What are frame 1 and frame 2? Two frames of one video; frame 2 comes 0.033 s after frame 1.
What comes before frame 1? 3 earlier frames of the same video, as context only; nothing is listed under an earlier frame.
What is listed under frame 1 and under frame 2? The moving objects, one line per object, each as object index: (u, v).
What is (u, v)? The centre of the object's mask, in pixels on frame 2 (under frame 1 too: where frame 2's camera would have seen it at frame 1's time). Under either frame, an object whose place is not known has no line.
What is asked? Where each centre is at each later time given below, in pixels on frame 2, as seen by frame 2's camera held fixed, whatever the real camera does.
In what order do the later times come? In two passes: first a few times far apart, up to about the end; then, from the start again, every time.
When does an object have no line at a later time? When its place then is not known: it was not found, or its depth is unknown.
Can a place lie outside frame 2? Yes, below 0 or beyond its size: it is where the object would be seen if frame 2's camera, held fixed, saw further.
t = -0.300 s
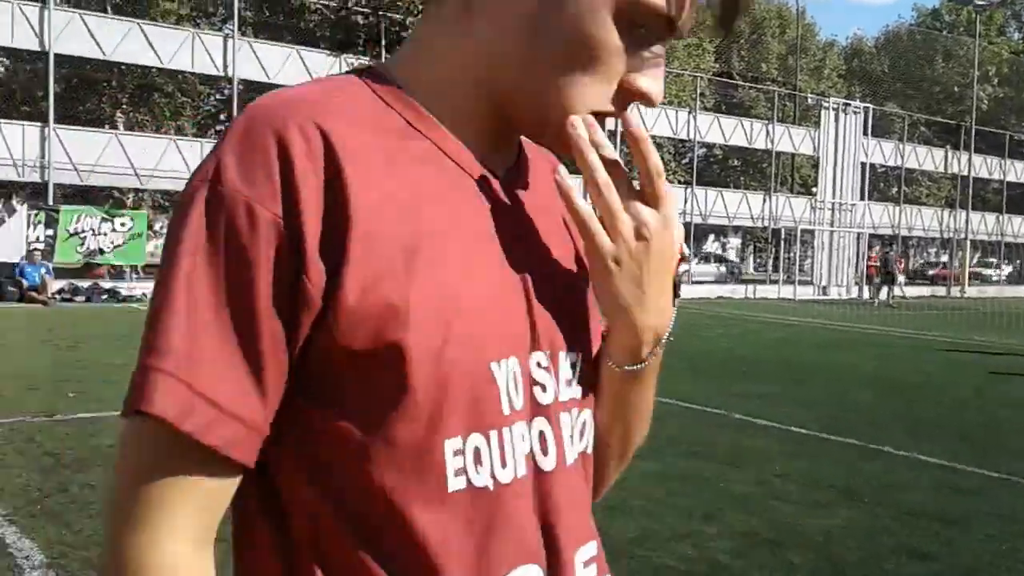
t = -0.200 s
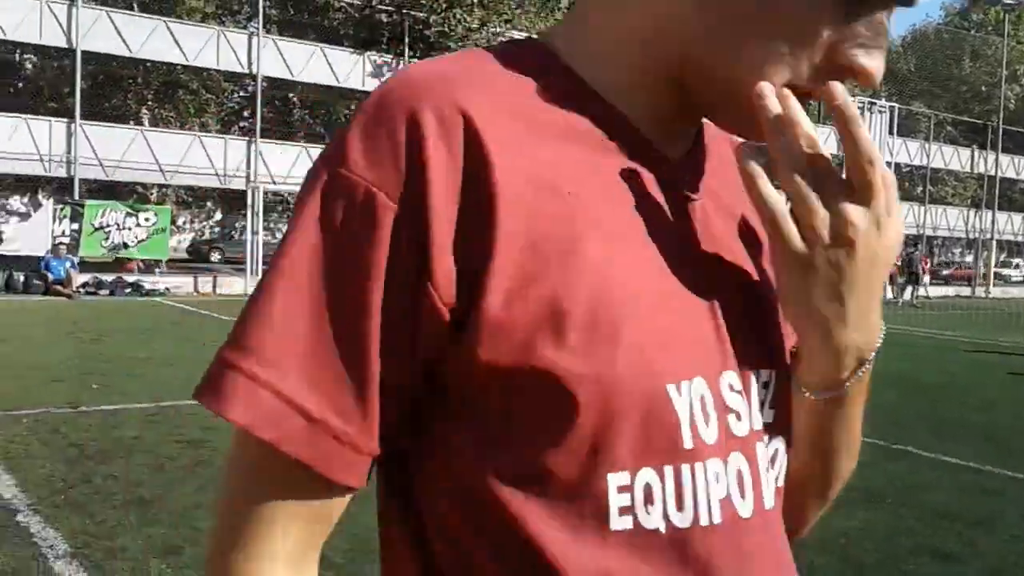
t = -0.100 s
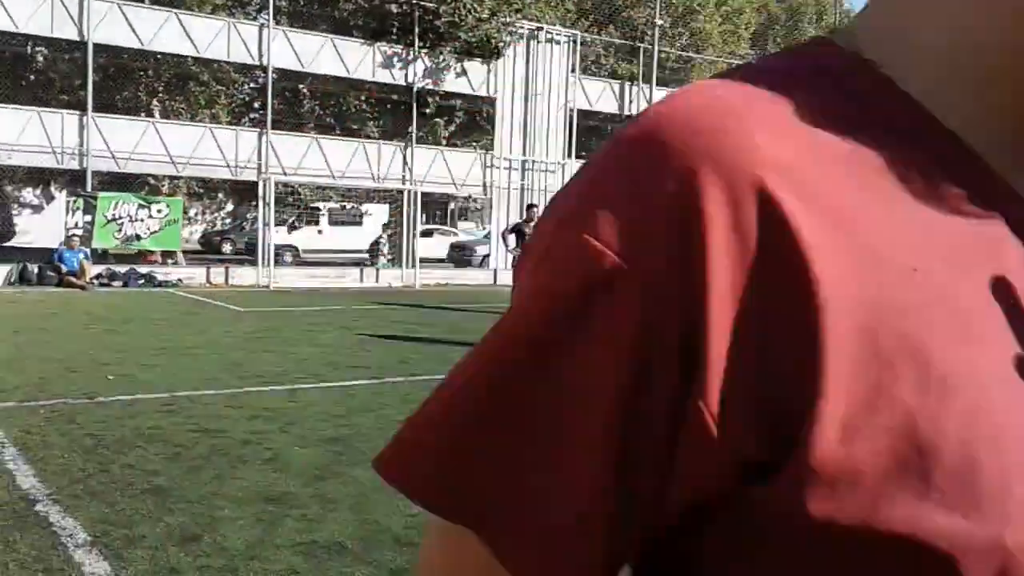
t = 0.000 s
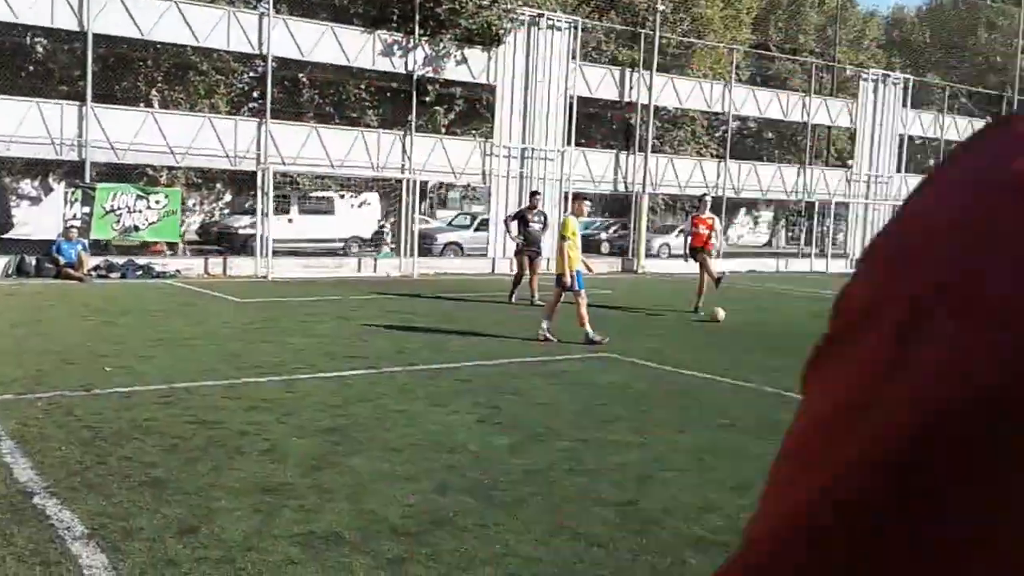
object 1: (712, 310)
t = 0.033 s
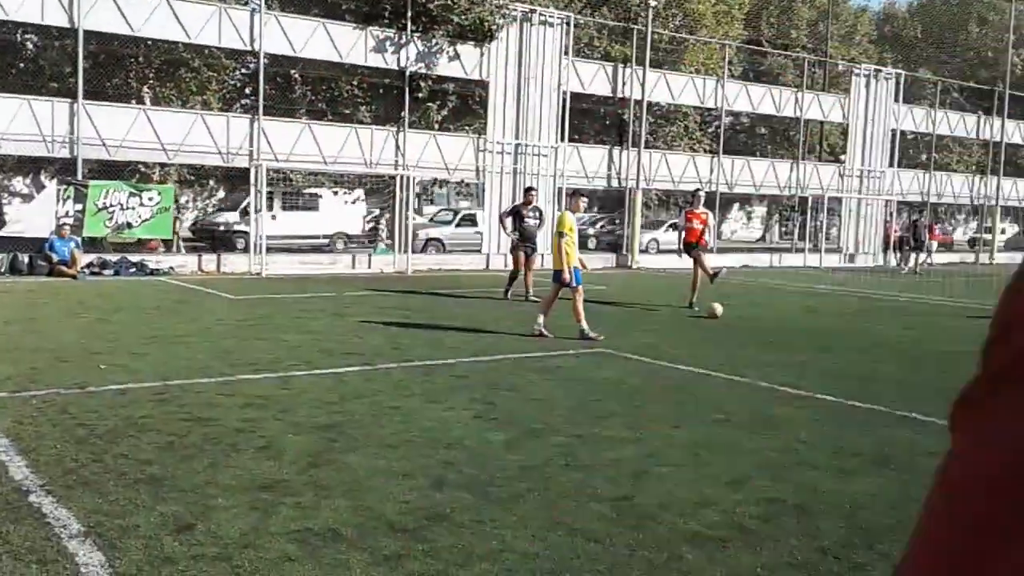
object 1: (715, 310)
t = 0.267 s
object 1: (739, 315)
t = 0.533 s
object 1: (771, 323)
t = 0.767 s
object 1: (798, 329)
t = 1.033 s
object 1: (831, 337)
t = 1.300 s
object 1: (865, 345)
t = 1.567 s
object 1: (901, 354)
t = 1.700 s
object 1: (919, 358)
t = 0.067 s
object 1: (719, 311)
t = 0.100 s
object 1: (722, 312)
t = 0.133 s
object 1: (726, 312)
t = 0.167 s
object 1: (729, 313)
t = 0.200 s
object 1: (733, 314)
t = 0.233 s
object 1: (736, 315)
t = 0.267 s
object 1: (739, 315)
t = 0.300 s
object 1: (743, 314)
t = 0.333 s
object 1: (748, 316)
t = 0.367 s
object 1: (752, 318)
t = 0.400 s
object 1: (755, 318)
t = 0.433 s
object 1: (759, 320)
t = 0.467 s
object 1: (764, 321)
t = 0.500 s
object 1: (767, 322)
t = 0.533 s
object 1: (771, 323)
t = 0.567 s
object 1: (775, 324)
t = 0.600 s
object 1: (779, 325)
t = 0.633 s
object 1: (783, 325)
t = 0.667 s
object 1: (787, 326)
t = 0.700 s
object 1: (791, 327)
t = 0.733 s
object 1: (794, 328)
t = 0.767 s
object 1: (798, 329)
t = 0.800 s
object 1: (802, 330)
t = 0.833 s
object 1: (806, 331)
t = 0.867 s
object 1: (811, 332)
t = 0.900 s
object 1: (815, 333)
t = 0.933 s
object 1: (819, 335)
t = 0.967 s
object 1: (823, 335)
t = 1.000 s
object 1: (828, 336)
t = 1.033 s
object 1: (831, 337)
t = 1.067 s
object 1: (835, 338)
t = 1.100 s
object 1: (839, 339)
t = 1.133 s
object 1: (844, 341)
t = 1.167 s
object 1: (849, 341)
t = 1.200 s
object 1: (853, 342)
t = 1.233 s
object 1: (857, 343)
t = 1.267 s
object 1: (861, 344)
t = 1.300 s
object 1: (865, 345)
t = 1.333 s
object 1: (869, 346)
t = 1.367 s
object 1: (874, 347)
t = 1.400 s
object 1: (878, 348)
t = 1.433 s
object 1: (883, 350)
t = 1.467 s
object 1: (887, 350)
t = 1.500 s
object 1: (893, 352)
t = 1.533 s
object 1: (897, 353)
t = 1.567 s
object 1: (901, 354)
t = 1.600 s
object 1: (905, 355)
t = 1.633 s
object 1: (909, 356)
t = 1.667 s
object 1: (914, 356)
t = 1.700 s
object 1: (919, 358)
